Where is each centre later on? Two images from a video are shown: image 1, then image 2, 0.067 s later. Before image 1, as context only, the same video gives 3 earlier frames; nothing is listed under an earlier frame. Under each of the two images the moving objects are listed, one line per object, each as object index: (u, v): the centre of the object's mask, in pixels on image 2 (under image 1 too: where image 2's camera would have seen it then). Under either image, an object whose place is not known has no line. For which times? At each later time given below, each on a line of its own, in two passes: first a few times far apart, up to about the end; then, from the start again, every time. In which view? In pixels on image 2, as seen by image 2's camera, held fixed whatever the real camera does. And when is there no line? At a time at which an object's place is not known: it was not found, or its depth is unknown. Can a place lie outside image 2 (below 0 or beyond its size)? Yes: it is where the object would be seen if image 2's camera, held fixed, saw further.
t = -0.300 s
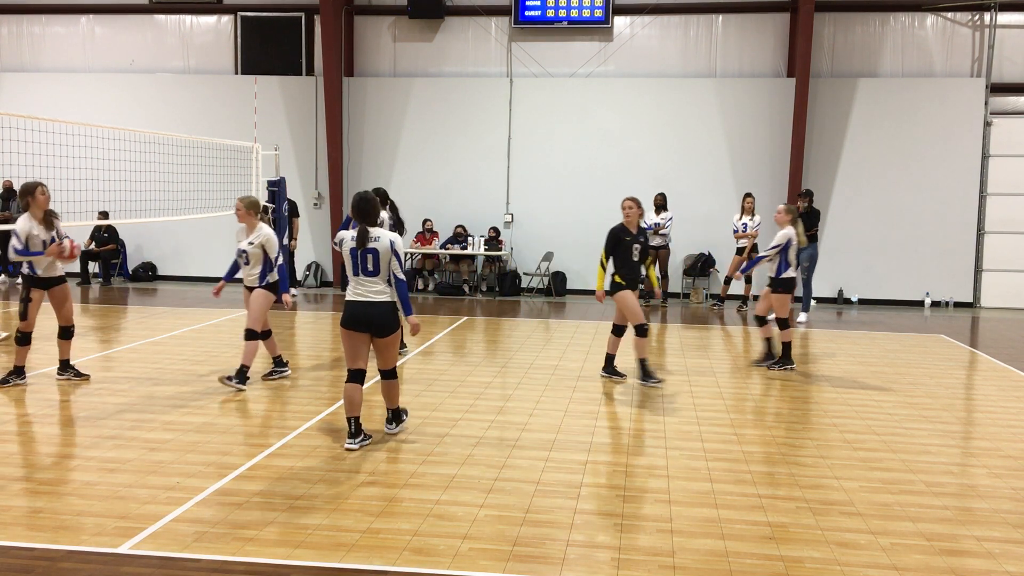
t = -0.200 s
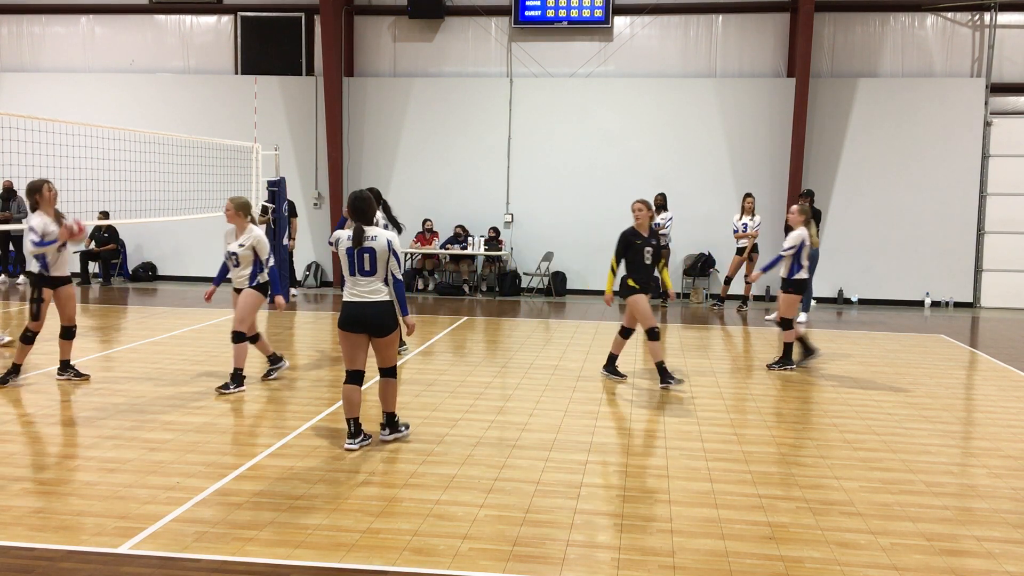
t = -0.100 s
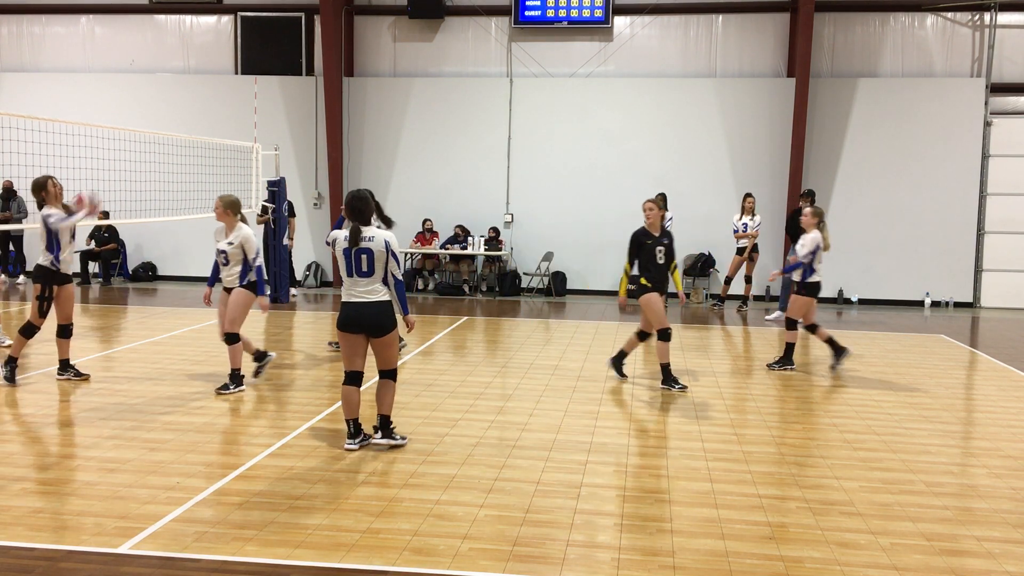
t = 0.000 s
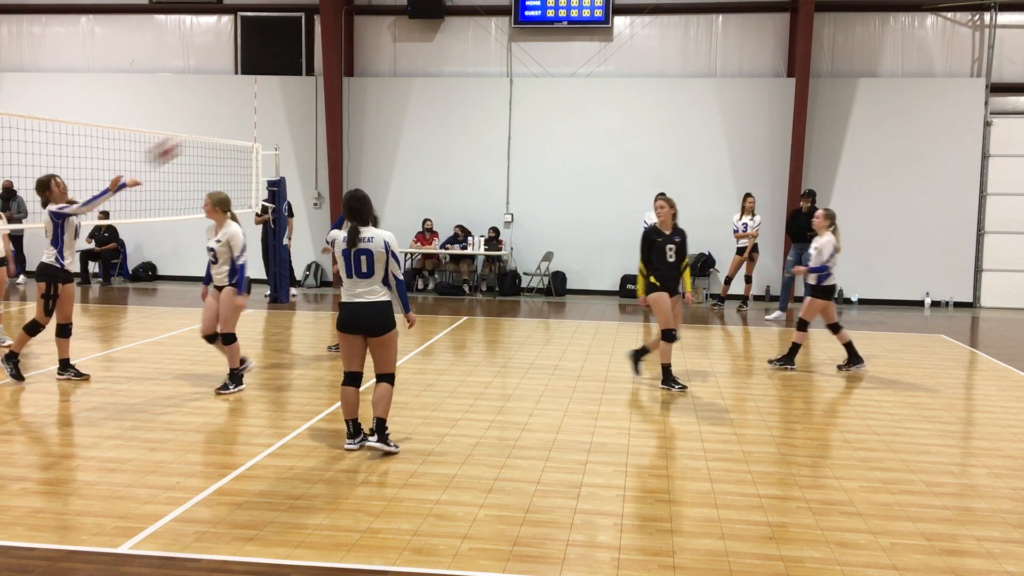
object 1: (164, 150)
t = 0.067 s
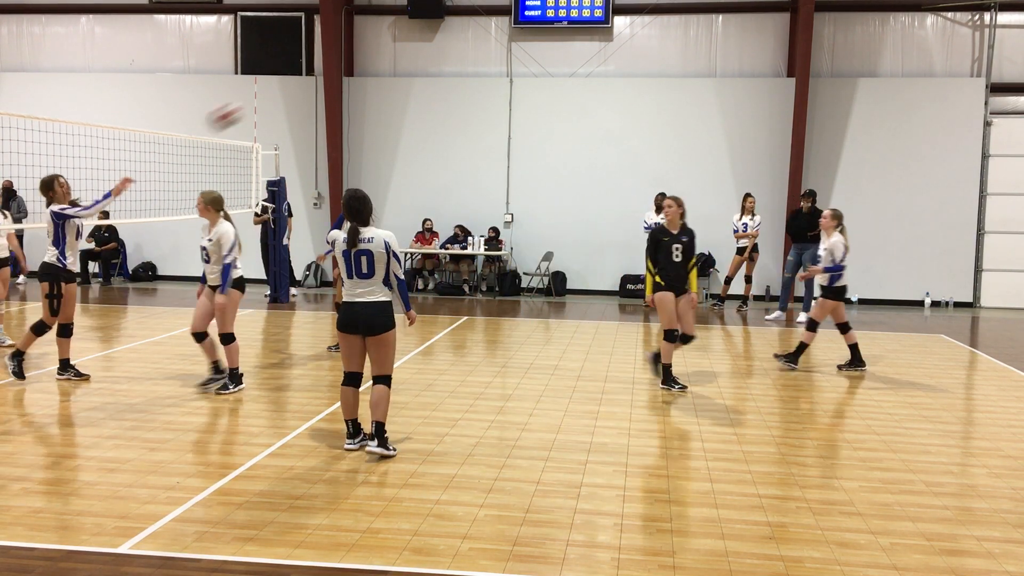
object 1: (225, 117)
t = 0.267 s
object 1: (398, 50)
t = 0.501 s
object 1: (578, 36)
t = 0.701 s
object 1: (719, 66)
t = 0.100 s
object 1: (255, 101)
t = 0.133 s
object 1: (285, 87)
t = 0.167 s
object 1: (316, 74)
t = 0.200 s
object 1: (340, 65)
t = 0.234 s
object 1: (370, 58)
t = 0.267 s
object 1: (398, 50)
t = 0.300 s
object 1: (426, 44)
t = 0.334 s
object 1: (451, 40)
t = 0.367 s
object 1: (478, 36)
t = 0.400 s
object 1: (504, 35)
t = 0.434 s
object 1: (528, 36)
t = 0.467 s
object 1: (553, 35)
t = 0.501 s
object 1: (578, 36)
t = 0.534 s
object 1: (602, 39)
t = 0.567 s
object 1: (628, 43)
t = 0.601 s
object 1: (652, 46)
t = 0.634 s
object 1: (674, 52)
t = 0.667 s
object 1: (696, 59)
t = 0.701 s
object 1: (719, 66)
